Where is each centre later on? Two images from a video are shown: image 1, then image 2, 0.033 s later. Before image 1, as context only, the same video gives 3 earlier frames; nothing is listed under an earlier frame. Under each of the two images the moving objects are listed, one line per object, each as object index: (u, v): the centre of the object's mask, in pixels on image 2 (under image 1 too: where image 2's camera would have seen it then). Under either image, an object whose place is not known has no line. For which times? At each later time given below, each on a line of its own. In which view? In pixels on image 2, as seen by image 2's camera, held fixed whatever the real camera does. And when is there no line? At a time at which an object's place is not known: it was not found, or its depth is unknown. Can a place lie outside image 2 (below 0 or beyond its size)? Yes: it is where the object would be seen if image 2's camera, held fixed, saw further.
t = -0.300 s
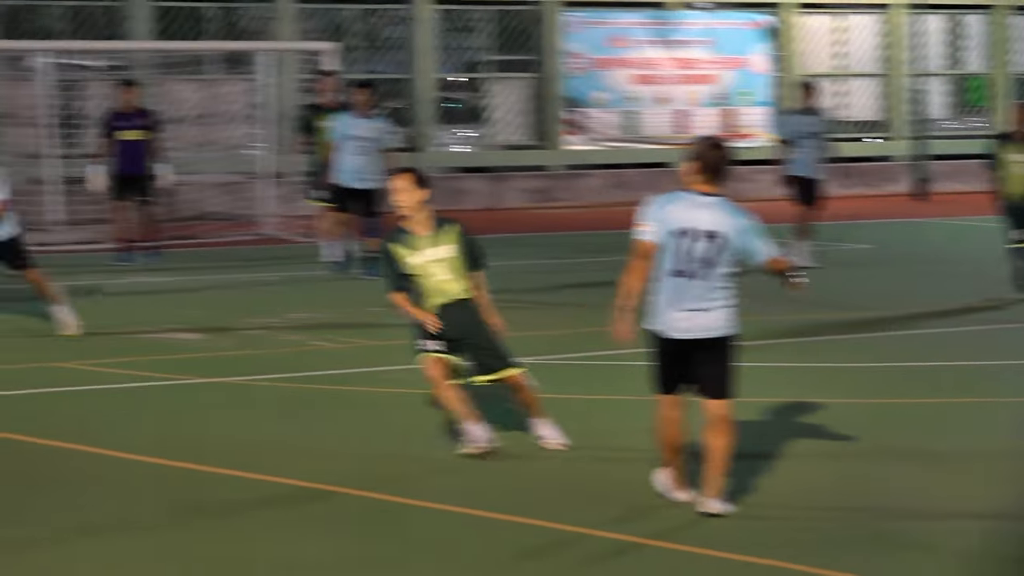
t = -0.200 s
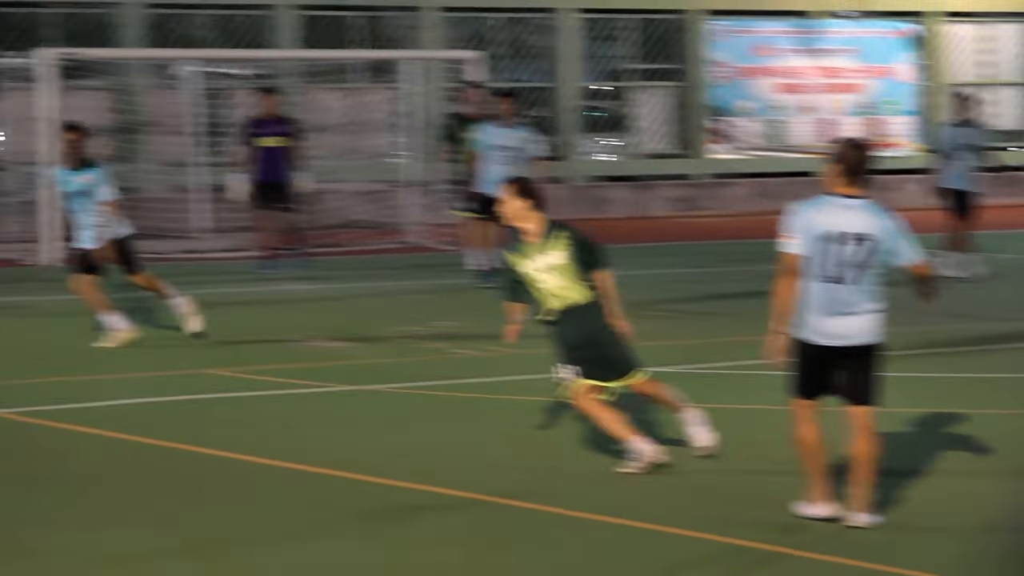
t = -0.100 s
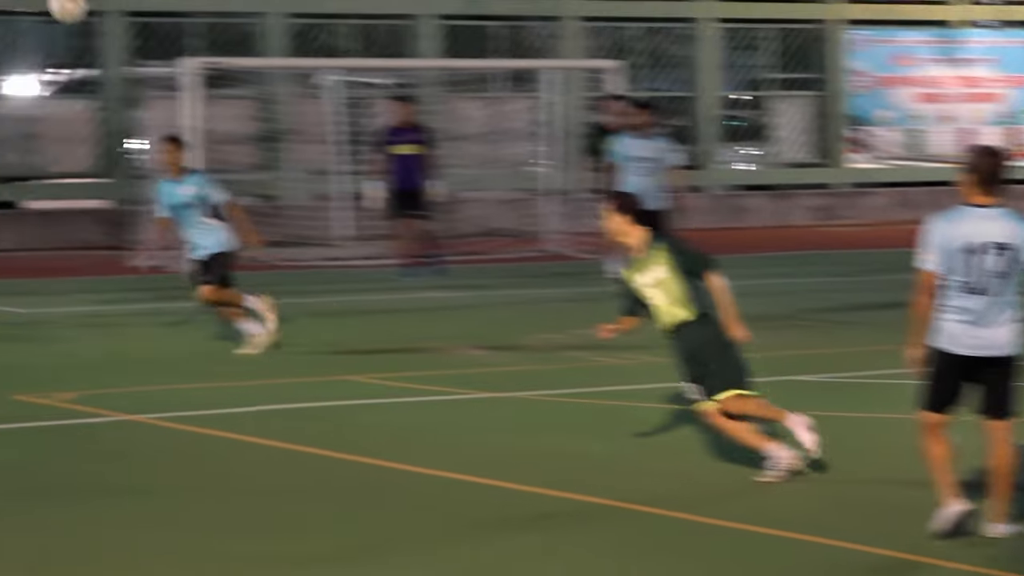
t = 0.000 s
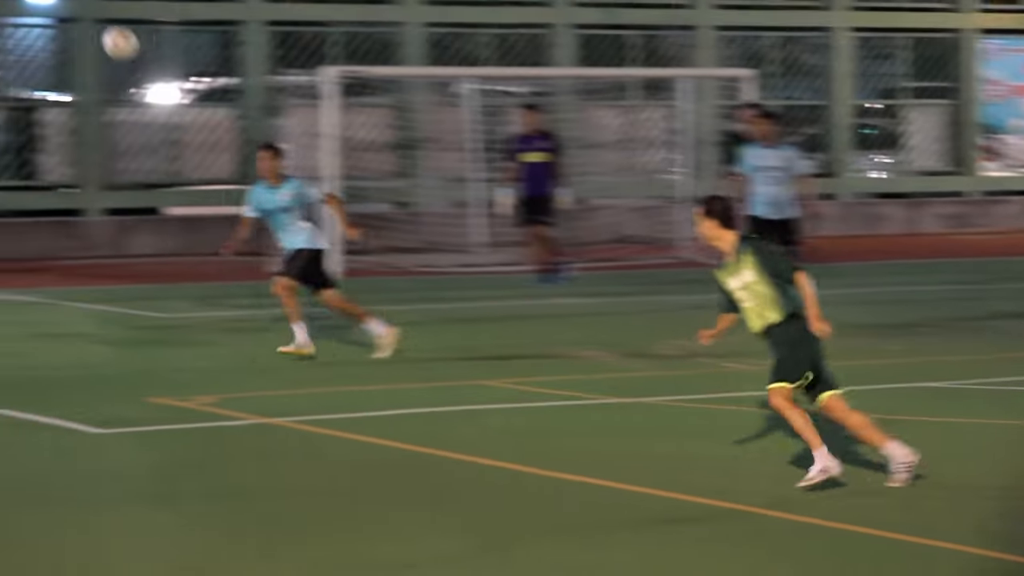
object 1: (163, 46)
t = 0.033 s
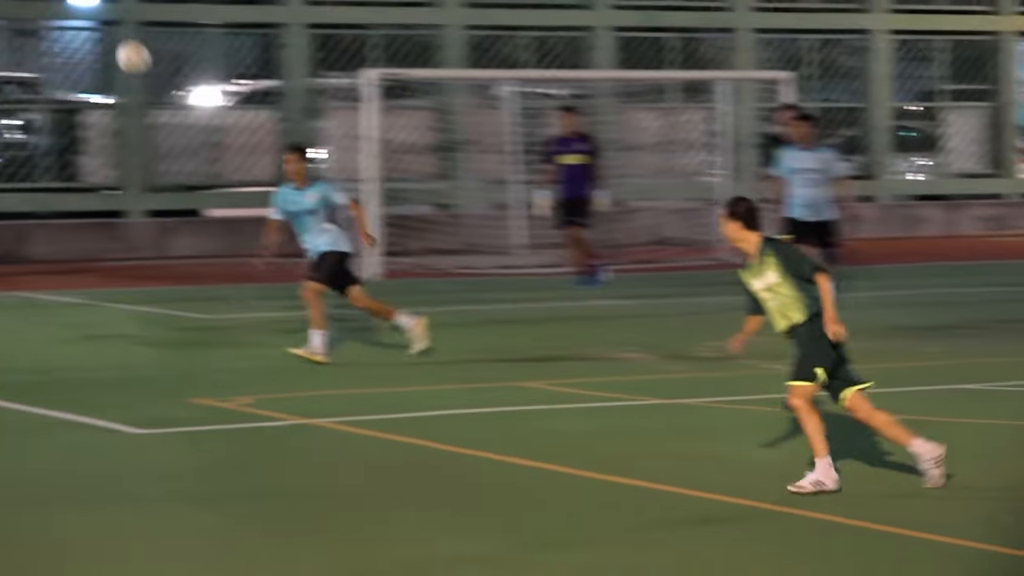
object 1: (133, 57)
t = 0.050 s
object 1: (118, 64)
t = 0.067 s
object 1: (103, 70)
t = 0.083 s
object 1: (88, 77)
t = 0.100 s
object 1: (74, 85)
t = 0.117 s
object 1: (59, 93)
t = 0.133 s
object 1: (44, 102)
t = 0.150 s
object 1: (31, 111)
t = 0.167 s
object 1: (17, 119)
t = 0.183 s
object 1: (1, 129)
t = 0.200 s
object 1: (-12, 139)
